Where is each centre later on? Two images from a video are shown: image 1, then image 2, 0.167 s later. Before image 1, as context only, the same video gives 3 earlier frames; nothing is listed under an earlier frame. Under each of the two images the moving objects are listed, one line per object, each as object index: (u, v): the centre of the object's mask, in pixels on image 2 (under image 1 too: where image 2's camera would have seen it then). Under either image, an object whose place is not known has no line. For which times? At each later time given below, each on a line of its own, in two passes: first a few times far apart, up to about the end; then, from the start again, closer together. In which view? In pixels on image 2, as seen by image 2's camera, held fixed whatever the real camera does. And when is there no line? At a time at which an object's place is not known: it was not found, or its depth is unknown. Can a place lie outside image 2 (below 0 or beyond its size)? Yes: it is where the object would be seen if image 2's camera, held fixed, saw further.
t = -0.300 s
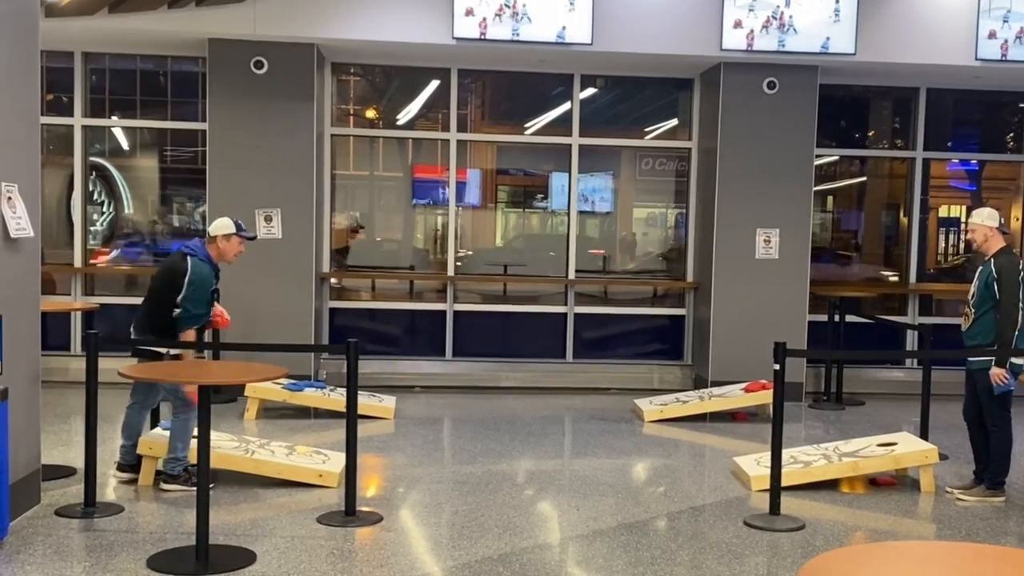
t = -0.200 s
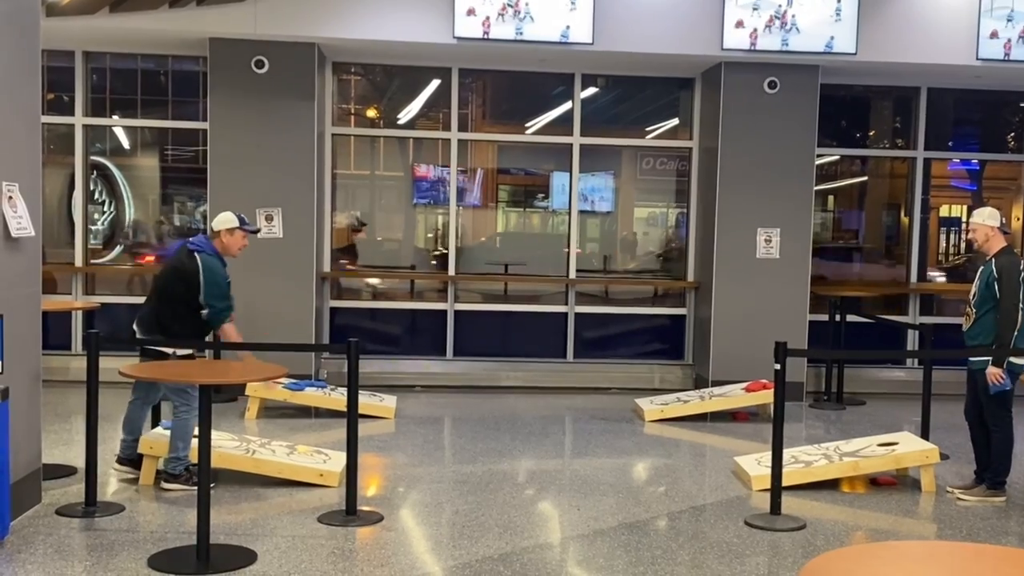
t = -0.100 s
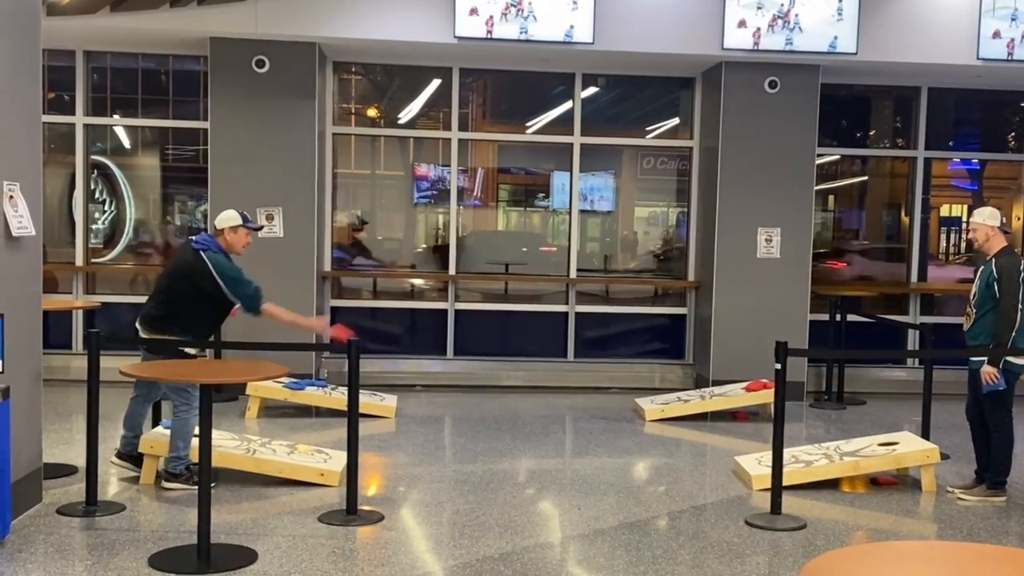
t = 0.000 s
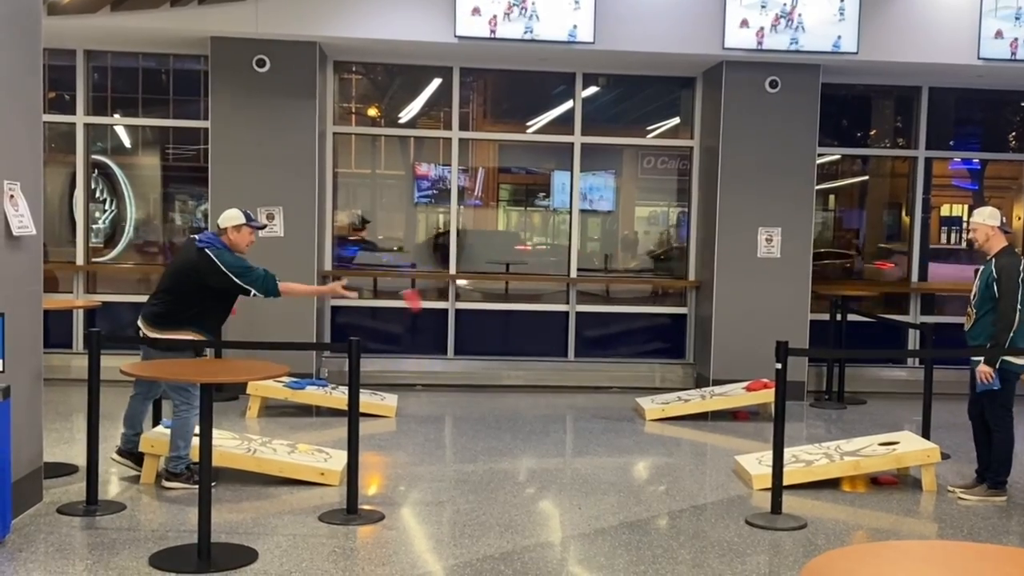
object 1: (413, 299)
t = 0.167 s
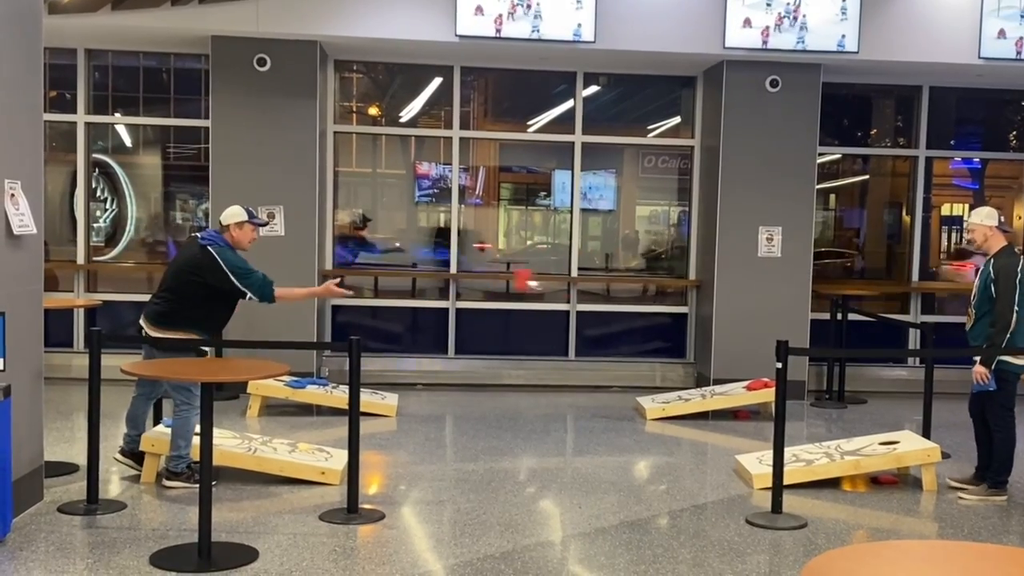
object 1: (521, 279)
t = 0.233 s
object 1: (565, 284)
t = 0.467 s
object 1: (705, 351)
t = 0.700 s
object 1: (811, 445)
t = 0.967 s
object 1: (830, 441)
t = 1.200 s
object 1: (830, 441)
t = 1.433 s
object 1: (831, 440)
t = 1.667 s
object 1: (831, 440)
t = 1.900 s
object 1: (831, 441)
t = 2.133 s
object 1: (831, 441)
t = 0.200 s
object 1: (545, 281)
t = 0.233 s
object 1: (565, 284)
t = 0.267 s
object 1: (586, 289)
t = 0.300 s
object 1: (607, 295)
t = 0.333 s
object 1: (627, 302)
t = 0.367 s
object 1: (647, 313)
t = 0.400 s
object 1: (666, 325)
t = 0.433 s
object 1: (686, 336)
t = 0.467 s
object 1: (705, 351)
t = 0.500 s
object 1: (724, 367)
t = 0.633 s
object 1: (797, 444)
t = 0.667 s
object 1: (806, 447)
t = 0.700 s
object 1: (811, 445)
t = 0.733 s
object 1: (815, 443)
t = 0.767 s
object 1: (820, 442)
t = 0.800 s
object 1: (824, 442)
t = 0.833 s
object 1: (827, 442)
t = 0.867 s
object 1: (830, 441)
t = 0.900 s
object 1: (830, 441)
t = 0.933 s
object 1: (831, 441)
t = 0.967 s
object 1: (830, 441)
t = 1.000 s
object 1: (831, 441)
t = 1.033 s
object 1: (831, 441)
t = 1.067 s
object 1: (831, 441)
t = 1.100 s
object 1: (831, 441)
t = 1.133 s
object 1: (830, 441)
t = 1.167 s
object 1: (831, 441)
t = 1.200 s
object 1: (830, 441)
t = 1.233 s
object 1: (831, 441)
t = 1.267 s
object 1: (831, 441)
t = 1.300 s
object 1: (831, 441)
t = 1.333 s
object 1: (831, 441)
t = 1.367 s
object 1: (831, 441)
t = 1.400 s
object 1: (831, 440)
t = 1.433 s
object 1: (831, 440)
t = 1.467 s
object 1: (831, 441)
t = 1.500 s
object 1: (831, 441)
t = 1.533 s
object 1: (831, 441)
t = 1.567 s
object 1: (831, 441)
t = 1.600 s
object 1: (831, 441)
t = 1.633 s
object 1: (831, 440)
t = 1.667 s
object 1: (831, 440)
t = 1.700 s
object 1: (831, 440)
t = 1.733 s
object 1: (831, 440)
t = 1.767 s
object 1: (831, 440)
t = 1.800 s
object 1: (831, 441)
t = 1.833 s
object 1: (831, 441)
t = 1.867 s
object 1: (831, 441)
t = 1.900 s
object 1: (831, 441)
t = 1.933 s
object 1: (831, 441)
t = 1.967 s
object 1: (831, 441)
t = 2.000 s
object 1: (831, 440)
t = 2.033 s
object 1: (831, 441)
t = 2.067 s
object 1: (831, 441)
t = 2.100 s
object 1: (831, 441)
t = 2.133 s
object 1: (831, 441)
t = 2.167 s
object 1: (831, 441)
